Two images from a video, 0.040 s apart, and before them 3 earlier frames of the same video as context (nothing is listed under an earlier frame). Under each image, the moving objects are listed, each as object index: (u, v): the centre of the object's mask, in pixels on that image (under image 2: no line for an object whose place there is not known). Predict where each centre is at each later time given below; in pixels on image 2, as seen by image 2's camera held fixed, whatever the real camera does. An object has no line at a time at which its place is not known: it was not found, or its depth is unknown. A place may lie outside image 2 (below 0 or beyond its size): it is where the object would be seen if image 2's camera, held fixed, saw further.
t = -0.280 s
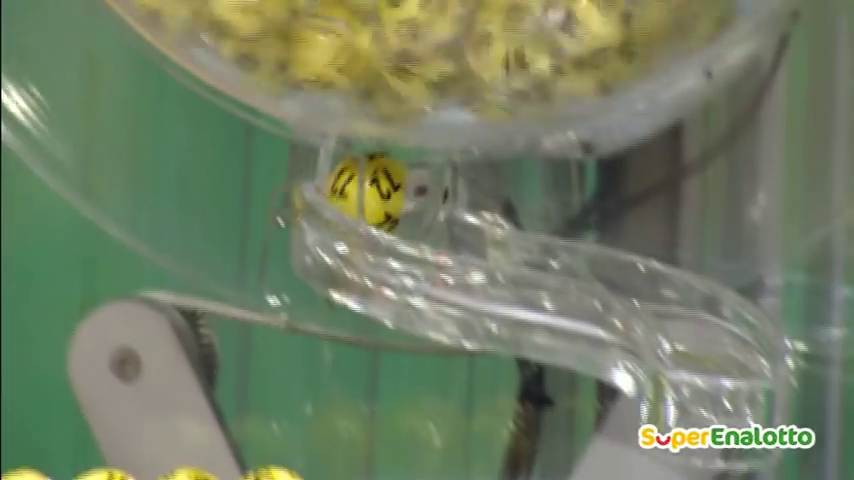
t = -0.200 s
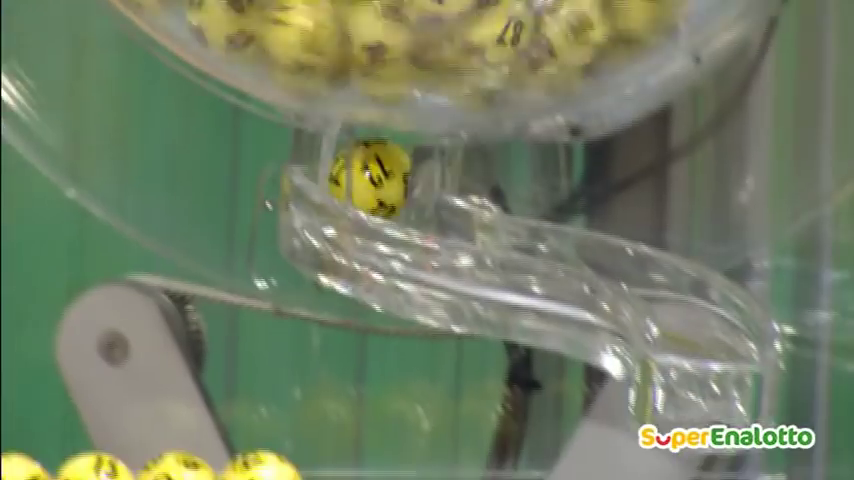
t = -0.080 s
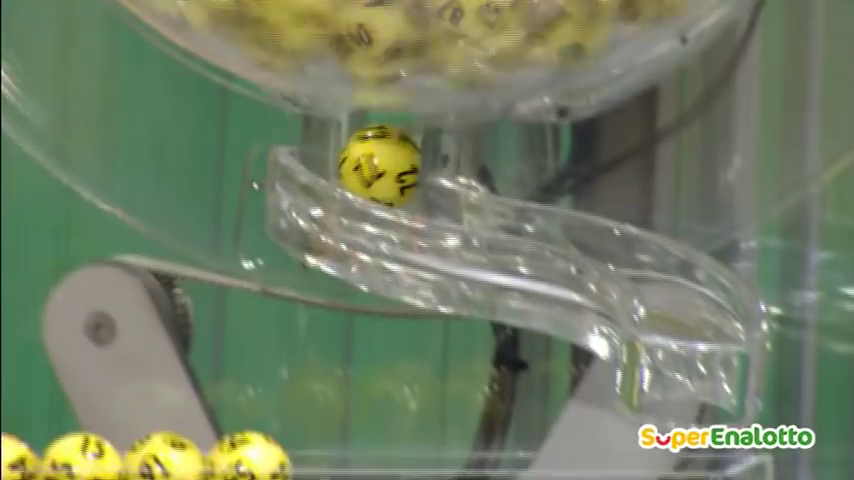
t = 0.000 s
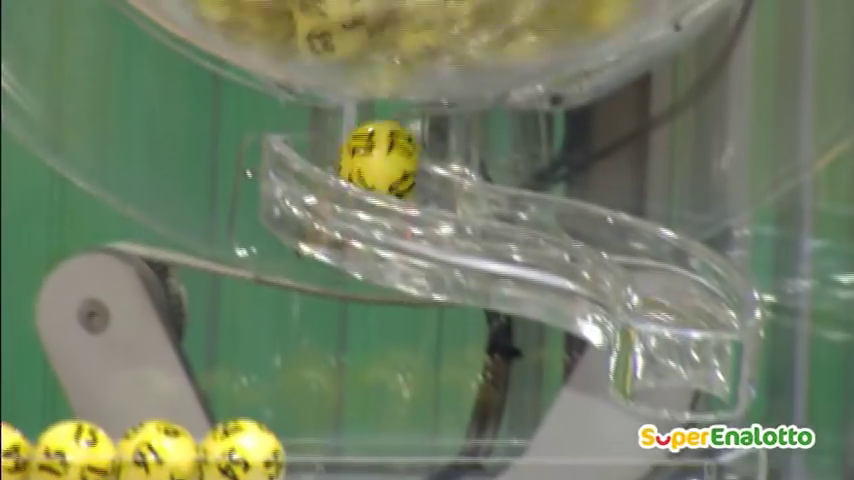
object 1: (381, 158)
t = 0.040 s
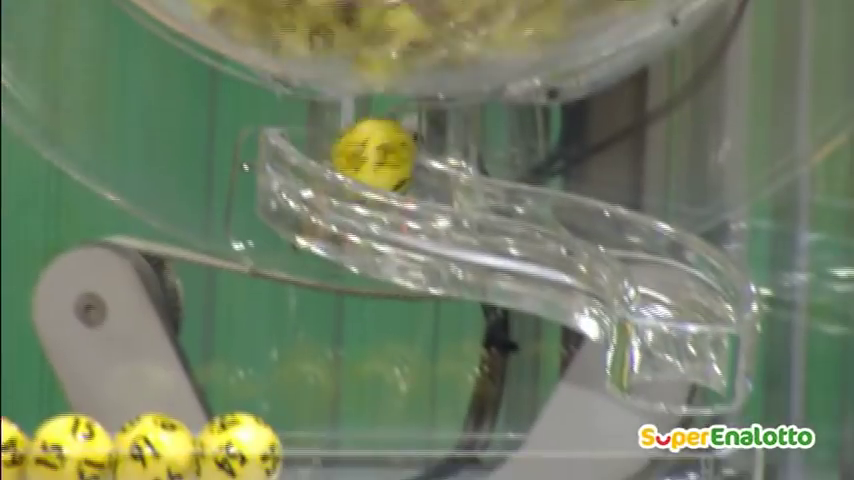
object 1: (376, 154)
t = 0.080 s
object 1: (367, 156)
